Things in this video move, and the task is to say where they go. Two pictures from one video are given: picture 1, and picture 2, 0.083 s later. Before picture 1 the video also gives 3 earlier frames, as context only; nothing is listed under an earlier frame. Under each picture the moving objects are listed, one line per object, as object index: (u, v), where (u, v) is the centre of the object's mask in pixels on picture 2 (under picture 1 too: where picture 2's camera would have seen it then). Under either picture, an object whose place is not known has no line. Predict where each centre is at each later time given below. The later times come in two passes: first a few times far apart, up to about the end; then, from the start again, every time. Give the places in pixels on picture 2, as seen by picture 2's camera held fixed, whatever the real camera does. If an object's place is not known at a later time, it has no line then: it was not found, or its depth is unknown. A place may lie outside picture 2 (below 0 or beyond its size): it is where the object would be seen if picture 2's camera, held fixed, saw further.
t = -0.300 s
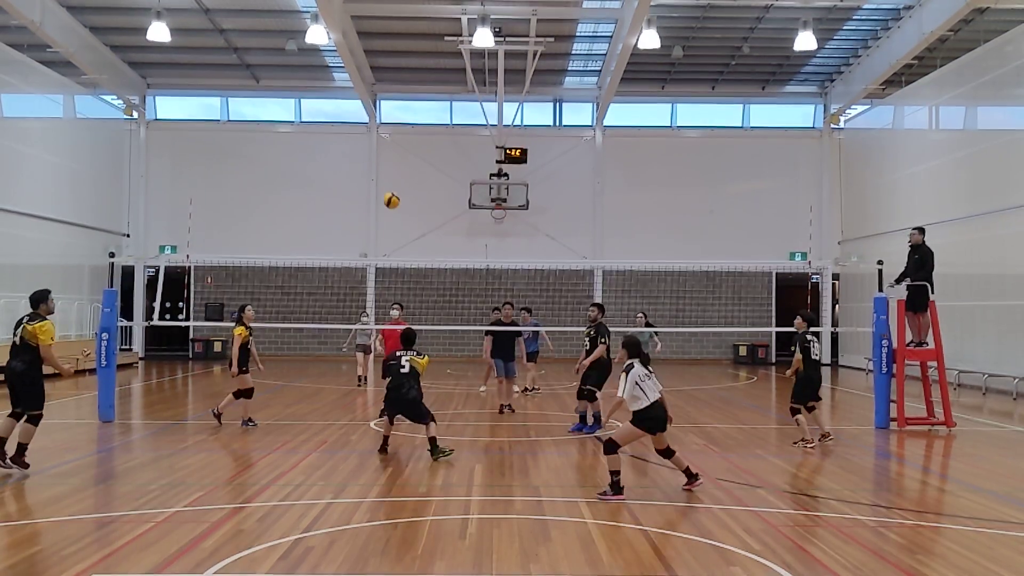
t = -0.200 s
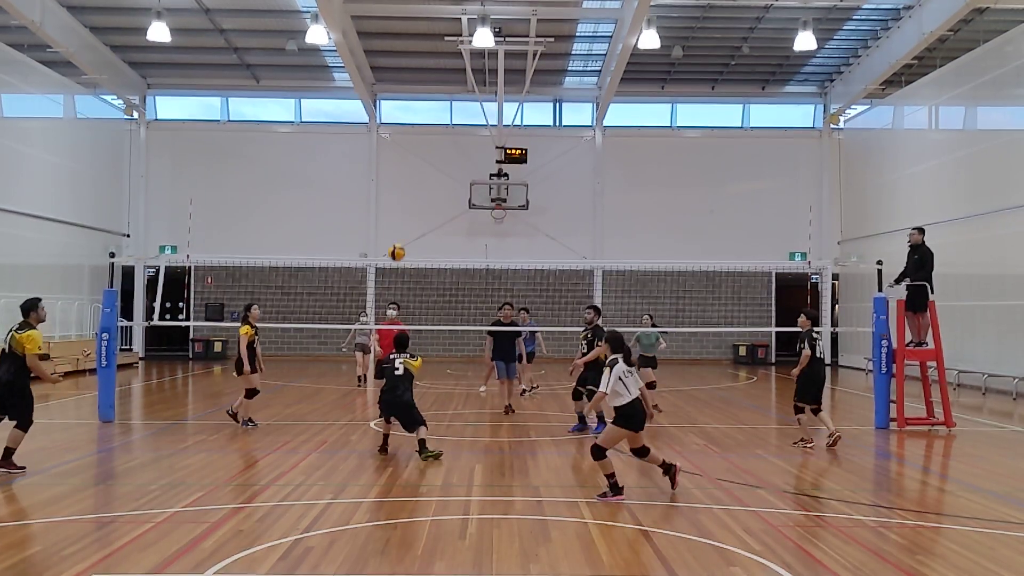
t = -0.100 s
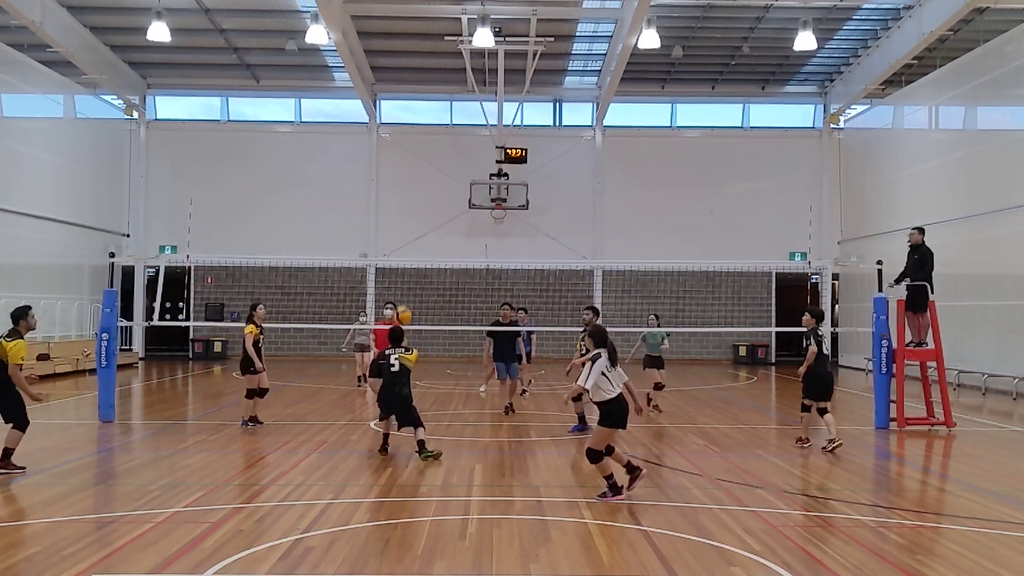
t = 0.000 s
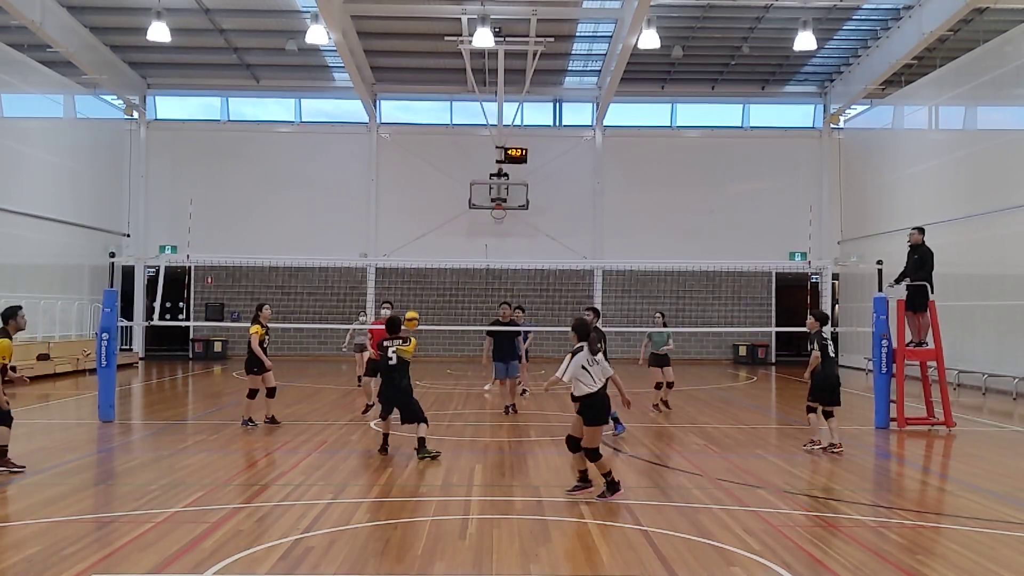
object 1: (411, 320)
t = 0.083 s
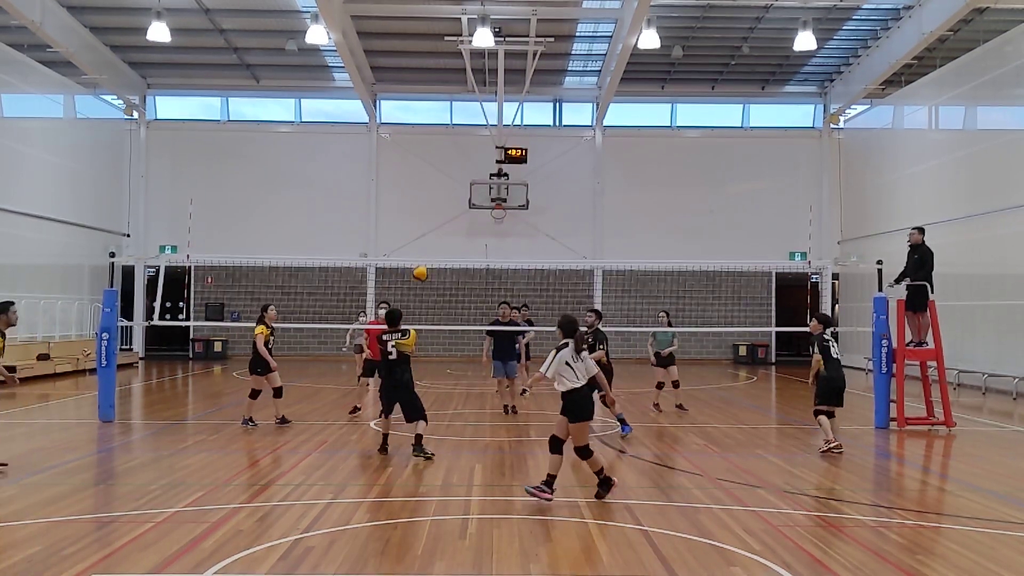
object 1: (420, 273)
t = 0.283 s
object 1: (439, 188)
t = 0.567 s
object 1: (462, 129)
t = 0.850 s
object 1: (482, 132)
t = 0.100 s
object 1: (422, 265)
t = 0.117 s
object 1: (423, 258)
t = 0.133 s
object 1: (424, 249)
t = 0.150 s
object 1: (426, 242)
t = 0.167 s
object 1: (428, 234)
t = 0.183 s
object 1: (429, 227)
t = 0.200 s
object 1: (431, 220)
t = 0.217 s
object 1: (433, 213)
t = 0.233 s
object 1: (435, 207)
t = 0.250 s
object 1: (437, 200)
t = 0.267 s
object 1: (438, 195)
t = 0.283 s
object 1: (439, 188)
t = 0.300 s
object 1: (440, 184)
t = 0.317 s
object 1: (442, 178)
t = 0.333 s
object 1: (443, 174)
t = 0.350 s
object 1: (444, 168)
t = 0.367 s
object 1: (446, 163)
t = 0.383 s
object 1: (448, 160)
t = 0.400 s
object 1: (449, 157)
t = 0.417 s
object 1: (450, 153)
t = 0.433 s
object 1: (451, 150)
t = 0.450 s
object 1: (453, 145)
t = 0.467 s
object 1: (454, 142)
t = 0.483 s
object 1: (456, 140)
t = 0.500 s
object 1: (457, 137)
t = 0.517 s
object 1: (458, 134)
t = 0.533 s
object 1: (459, 132)
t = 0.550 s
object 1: (461, 130)
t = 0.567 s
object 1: (462, 129)
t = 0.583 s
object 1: (463, 127)
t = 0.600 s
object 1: (464, 126)
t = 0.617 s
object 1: (465, 125)
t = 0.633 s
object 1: (467, 124)
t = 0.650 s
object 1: (468, 123)
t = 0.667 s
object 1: (469, 123)
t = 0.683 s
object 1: (470, 122)
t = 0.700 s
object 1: (471, 122)
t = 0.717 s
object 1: (473, 123)
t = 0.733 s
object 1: (474, 123)
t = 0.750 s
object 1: (475, 124)
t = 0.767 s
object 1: (476, 125)
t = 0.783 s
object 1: (477, 126)
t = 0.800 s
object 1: (479, 127)
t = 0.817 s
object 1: (480, 128)
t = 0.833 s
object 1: (481, 130)
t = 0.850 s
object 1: (482, 132)
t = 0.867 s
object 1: (483, 134)
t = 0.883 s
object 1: (484, 136)
